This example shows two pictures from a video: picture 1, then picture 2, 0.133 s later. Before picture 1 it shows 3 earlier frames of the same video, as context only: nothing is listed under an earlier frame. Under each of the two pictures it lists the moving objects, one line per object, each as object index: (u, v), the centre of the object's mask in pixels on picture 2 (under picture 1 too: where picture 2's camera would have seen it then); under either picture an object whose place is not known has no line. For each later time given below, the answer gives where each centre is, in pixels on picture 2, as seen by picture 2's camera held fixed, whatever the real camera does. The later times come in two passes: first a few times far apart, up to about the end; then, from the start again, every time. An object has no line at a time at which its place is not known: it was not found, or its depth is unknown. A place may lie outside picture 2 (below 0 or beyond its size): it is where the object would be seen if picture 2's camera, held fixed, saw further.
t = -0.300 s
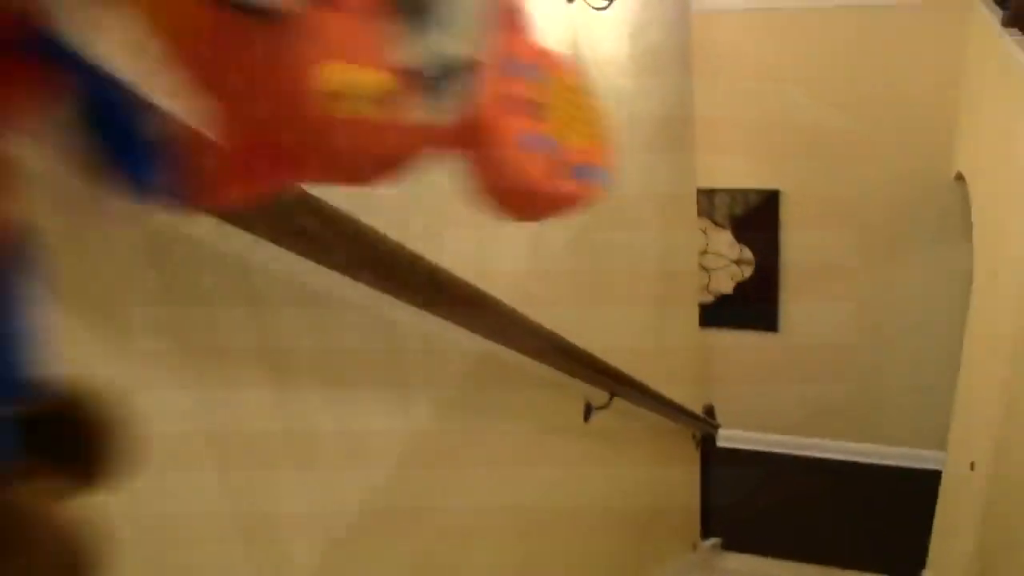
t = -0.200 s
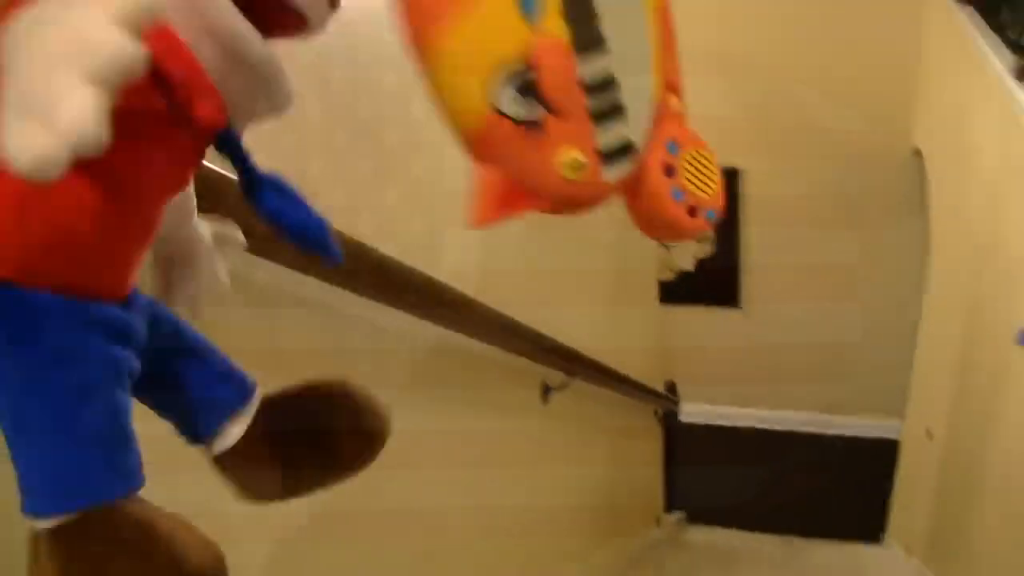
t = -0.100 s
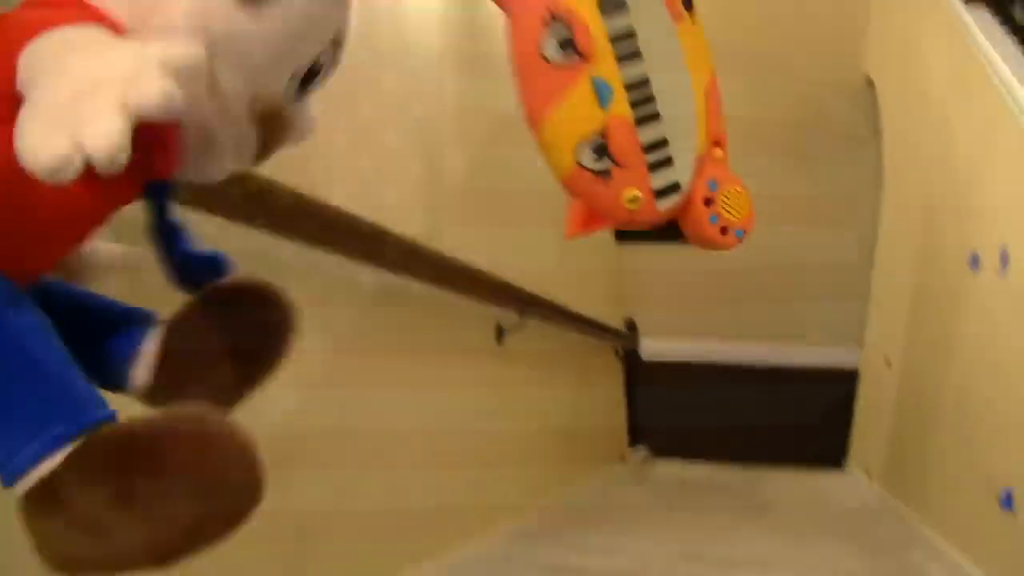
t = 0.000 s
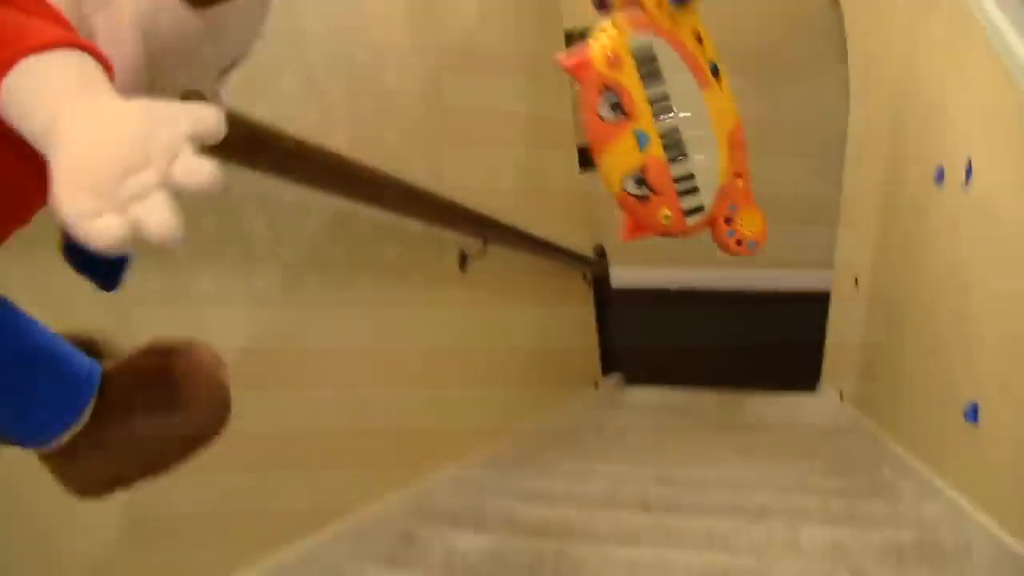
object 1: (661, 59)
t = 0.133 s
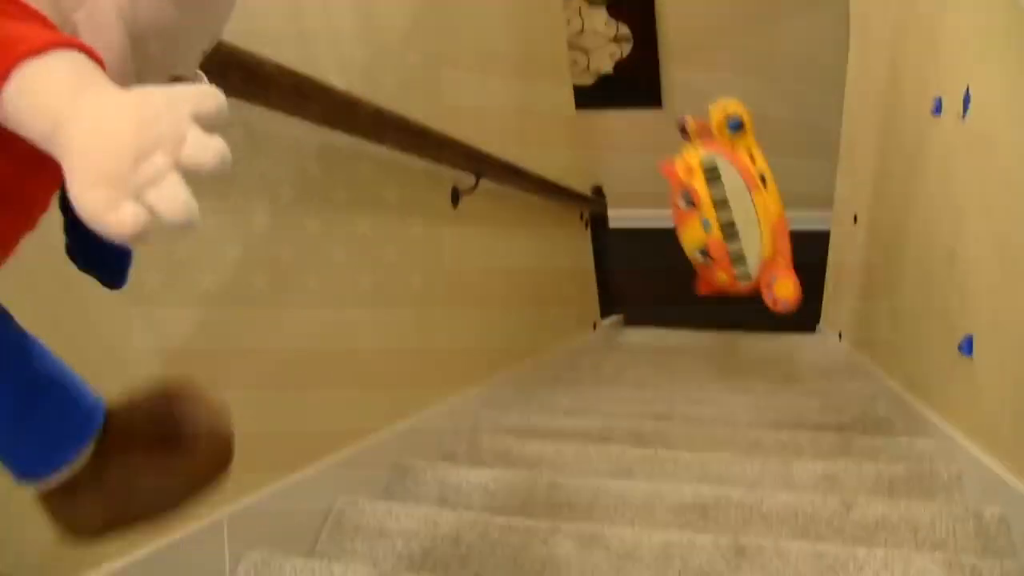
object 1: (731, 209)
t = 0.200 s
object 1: (749, 278)
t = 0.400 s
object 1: (819, 326)
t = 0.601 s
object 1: (799, 306)
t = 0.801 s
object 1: (751, 301)
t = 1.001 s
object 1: (721, 280)
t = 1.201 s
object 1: (710, 236)
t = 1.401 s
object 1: (698, 228)
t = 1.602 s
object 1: (690, 242)
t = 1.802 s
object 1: (688, 245)
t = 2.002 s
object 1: (688, 246)
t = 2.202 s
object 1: (689, 246)
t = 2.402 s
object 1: (688, 247)
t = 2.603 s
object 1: (688, 247)
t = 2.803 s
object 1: (687, 247)
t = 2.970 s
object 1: (688, 247)
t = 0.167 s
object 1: (742, 245)
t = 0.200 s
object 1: (749, 278)
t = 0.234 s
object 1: (756, 312)
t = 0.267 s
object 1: (762, 342)
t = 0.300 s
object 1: (769, 355)
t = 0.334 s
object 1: (788, 355)
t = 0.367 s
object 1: (802, 337)
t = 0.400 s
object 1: (819, 326)
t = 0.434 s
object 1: (836, 324)
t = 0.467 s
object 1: (829, 315)
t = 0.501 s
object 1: (829, 308)
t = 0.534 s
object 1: (818, 301)
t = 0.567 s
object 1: (809, 302)
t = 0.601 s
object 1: (799, 306)
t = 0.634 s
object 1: (789, 306)
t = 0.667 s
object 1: (780, 307)
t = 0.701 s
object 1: (771, 306)
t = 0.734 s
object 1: (765, 308)
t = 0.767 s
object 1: (759, 305)
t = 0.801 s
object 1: (751, 301)
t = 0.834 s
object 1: (743, 299)
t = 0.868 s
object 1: (734, 303)
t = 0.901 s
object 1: (730, 309)
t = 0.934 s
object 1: (728, 301)
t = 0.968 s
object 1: (725, 289)
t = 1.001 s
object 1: (721, 280)
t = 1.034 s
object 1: (720, 269)
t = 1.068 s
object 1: (716, 265)
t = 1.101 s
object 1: (715, 258)
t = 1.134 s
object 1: (713, 249)
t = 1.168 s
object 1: (712, 243)
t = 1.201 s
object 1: (710, 236)
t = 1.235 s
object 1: (708, 230)
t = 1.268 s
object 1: (706, 228)
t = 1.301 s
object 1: (702, 224)
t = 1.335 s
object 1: (701, 222)
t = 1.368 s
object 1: (700, 224)
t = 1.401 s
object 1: (698, 228)
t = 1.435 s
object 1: (697, 229)
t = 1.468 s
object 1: (695, 230)
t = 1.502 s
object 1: (693, 234)
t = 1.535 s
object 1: (693, 237)
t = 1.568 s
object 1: (692, 240)
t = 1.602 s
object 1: (690, 242)
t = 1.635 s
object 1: (689, 243)
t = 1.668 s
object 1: (689, 243)
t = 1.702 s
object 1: (688, 244)
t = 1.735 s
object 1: (688, 244)
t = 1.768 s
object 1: (688, 245)
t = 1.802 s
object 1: (688, 245)
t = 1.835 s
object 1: (689, 245)
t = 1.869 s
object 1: (688, 245)
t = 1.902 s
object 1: (688, 246)
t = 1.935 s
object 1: (688, 246)
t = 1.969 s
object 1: (688, 246)
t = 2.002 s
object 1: (688, 246)
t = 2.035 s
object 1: (688, 246)
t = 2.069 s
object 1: (688, 246)
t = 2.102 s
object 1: (688, 246)
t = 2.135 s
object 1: (688, 246)
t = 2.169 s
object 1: (688, 246)
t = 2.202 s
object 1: (689, 246)
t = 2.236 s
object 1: (688, 247)
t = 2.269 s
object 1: (688, 247)
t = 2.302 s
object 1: (688, 247)
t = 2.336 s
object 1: (688, 247)
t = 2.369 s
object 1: (688, 247)
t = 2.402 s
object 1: (688, 247)
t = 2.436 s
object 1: (688, 247)
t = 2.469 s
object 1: (688, 247)
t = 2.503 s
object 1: (688, 247)
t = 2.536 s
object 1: (688, 247)
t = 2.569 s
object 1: (688, 247)
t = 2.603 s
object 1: (688, 247)
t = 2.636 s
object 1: (688, 247)
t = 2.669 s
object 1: (688, 247)
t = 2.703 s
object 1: (687, 247)
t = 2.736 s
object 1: (687, 247)
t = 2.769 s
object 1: (687, 248)
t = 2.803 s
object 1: (687, 247)
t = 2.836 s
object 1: (687, 247)
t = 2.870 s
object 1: (688, 247)
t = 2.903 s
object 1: (687, 247)
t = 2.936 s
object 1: (688, 247)
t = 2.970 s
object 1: (688, 247)
